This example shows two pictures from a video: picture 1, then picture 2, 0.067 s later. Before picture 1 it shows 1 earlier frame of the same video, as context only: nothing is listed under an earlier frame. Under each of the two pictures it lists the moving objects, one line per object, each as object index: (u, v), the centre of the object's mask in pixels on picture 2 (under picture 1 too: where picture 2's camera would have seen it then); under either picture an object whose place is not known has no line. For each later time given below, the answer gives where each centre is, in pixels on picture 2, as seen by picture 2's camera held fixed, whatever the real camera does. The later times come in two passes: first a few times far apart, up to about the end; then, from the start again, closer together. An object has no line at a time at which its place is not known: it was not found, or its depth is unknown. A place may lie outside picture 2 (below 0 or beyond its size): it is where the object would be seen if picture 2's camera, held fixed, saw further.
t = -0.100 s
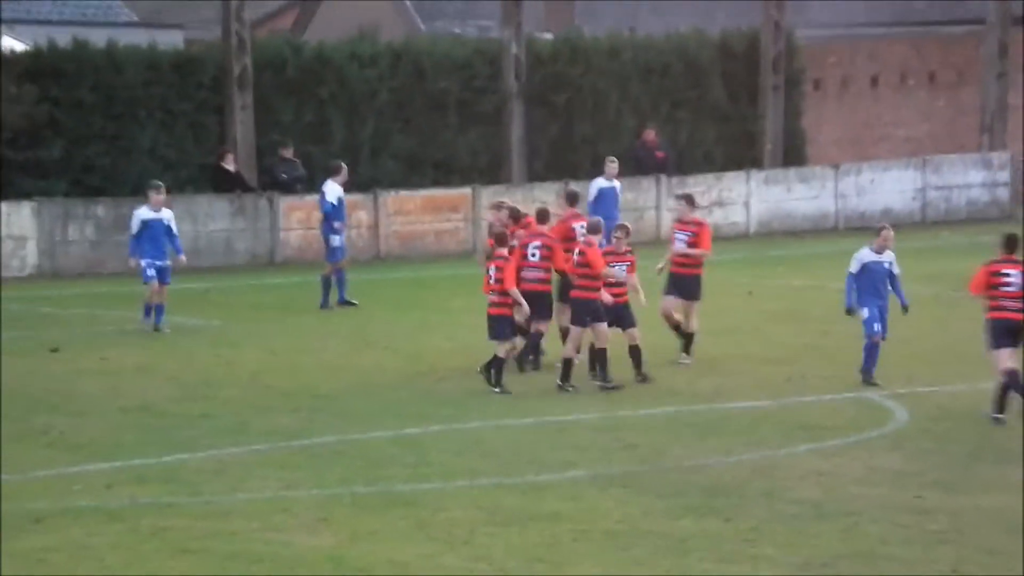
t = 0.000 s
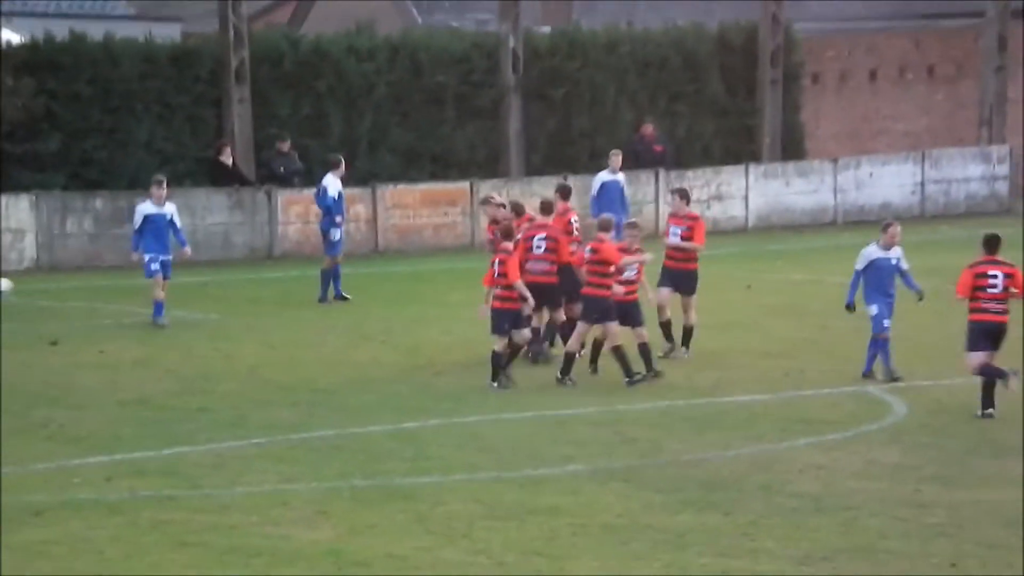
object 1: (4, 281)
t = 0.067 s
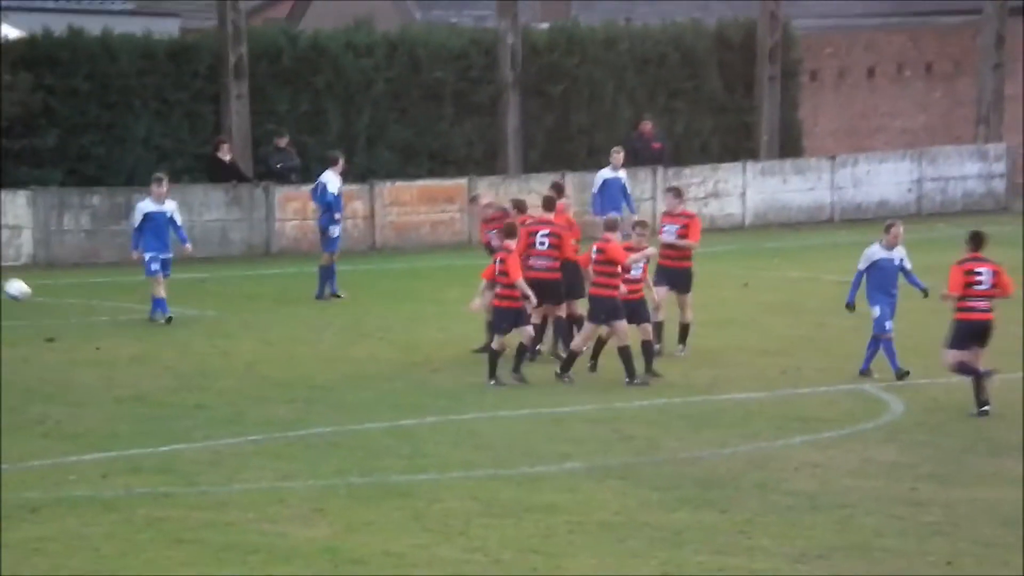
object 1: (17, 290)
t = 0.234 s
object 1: (72, 323)
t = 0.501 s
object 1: (138, 335)
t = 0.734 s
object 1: (191, 350)
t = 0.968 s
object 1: (243, 355)
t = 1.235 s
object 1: (300, 359)
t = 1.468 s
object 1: (349, 360)
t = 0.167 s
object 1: (50, 307)
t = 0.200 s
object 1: (61, 314)
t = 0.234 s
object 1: (72, 323)
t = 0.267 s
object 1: (83, 334)
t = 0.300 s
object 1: (94, 343)
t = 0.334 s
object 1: (101, 344)
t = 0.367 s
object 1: (108, 340)
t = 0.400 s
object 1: (117, 337)
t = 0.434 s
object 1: (123, 336)
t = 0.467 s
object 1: (130, 335)
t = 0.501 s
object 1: (138, 335)
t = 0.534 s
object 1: (145, 336)
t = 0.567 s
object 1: (153, 338)
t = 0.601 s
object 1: (160, 342)
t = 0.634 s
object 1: (167, 346)
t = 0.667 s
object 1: (174, 351)
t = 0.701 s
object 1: (183, 351)
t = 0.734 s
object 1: (191, 350)
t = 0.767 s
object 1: (198, 349)
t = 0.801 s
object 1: (206, 349)
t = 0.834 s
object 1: (212, 350)
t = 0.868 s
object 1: (220, 353)
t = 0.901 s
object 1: (228, 355)
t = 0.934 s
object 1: (235, 356)
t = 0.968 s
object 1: (243, 355)
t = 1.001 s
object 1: (250, 356)
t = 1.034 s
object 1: (258, 357)
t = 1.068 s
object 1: (264, 357)
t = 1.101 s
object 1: (272, 357)
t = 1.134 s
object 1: (279, 357)
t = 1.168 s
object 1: (285, 357)
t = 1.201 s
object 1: (293, 358)
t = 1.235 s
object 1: (300, 359)
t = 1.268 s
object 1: (307, 359)
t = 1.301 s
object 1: (315, 360)
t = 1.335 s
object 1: (322, 360)
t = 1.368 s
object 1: (329, 361)
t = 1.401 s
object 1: (335, 360)
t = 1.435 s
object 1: (341, 360)
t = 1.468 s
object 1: (349, 360)
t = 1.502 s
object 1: (354, 361)
